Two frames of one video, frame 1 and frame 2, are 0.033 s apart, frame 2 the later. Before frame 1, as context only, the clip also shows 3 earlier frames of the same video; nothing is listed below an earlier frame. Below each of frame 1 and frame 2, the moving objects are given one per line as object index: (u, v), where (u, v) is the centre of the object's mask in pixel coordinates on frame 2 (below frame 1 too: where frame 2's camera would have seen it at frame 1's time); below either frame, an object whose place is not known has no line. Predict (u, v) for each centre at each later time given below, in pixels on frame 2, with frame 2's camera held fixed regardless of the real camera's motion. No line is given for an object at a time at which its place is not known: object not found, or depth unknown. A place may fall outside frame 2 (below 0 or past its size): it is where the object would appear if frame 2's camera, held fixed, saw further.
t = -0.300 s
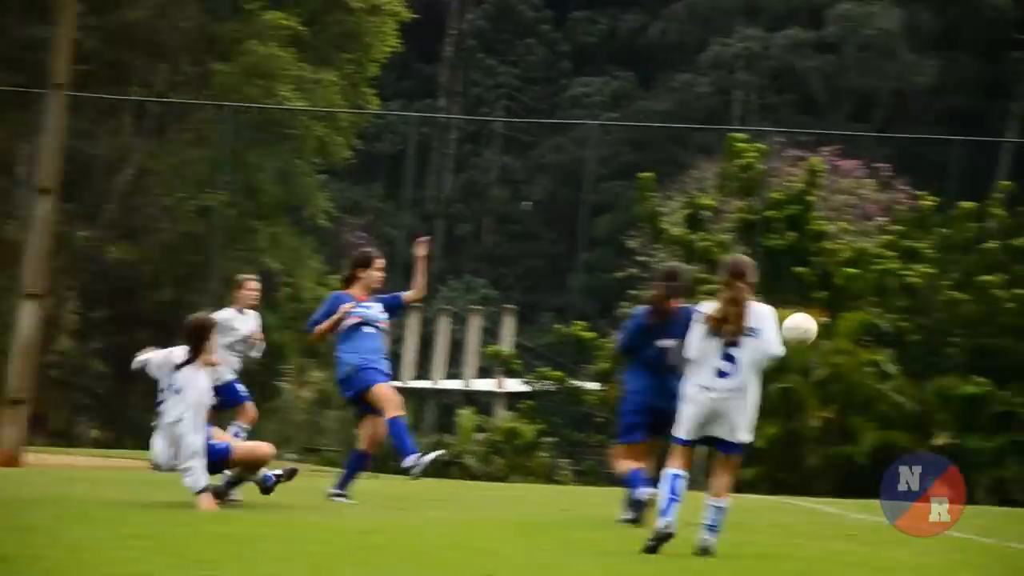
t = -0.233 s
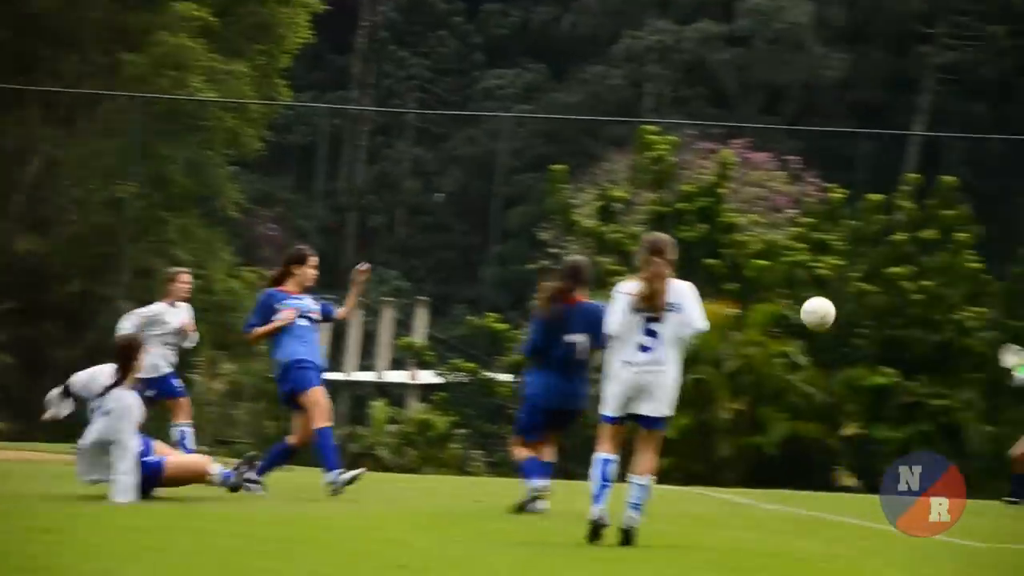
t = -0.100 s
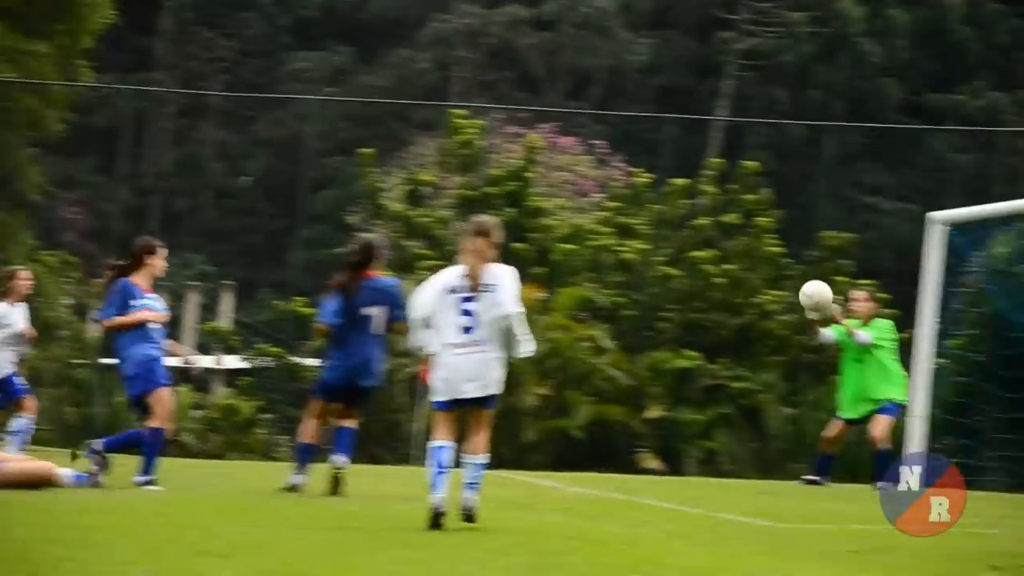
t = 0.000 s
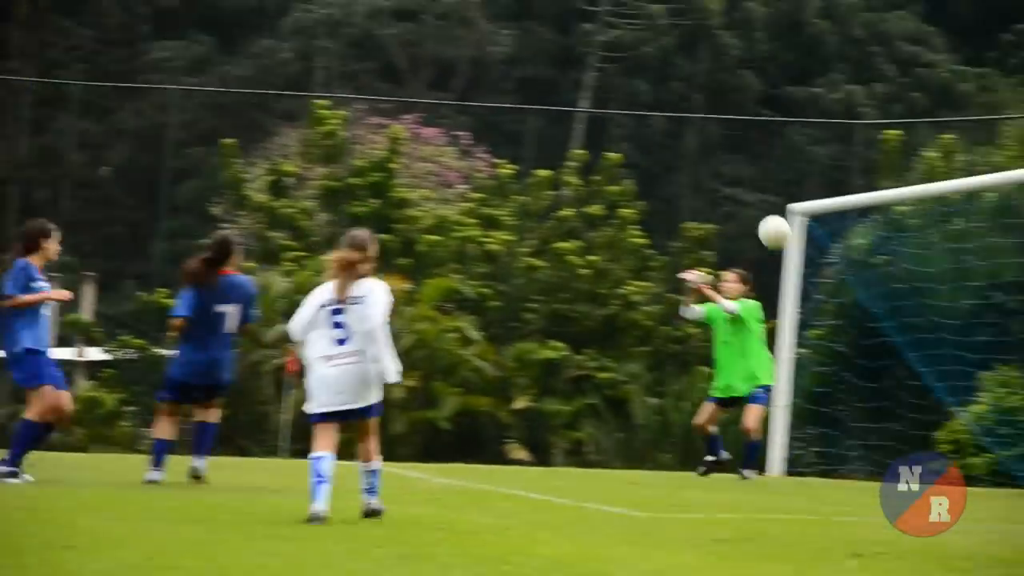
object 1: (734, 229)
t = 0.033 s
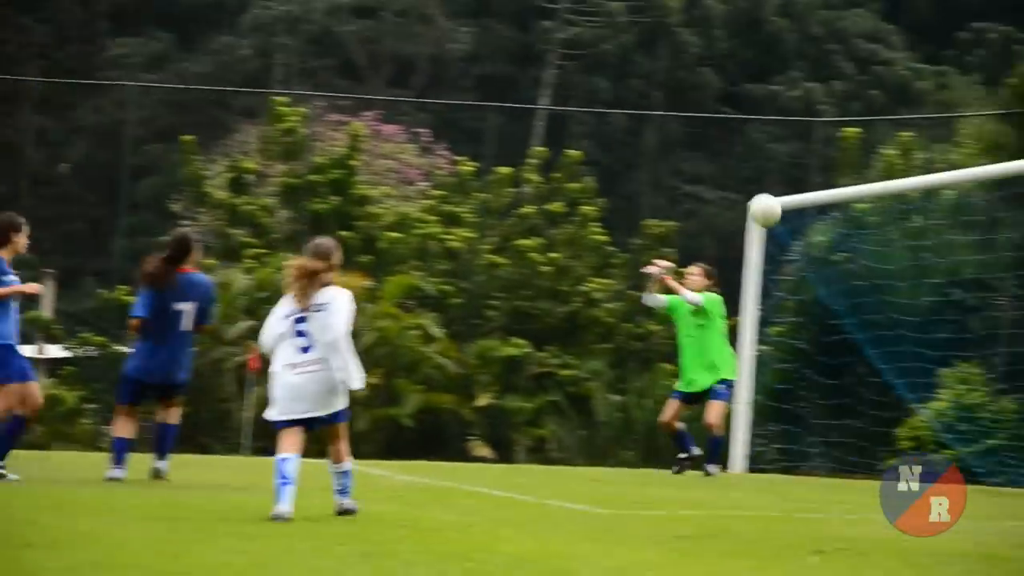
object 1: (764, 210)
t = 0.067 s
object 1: (795, 191)
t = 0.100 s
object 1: (824, 174)
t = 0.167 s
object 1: (883, 147)
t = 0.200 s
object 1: (910, 135)
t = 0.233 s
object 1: (936, 125)
